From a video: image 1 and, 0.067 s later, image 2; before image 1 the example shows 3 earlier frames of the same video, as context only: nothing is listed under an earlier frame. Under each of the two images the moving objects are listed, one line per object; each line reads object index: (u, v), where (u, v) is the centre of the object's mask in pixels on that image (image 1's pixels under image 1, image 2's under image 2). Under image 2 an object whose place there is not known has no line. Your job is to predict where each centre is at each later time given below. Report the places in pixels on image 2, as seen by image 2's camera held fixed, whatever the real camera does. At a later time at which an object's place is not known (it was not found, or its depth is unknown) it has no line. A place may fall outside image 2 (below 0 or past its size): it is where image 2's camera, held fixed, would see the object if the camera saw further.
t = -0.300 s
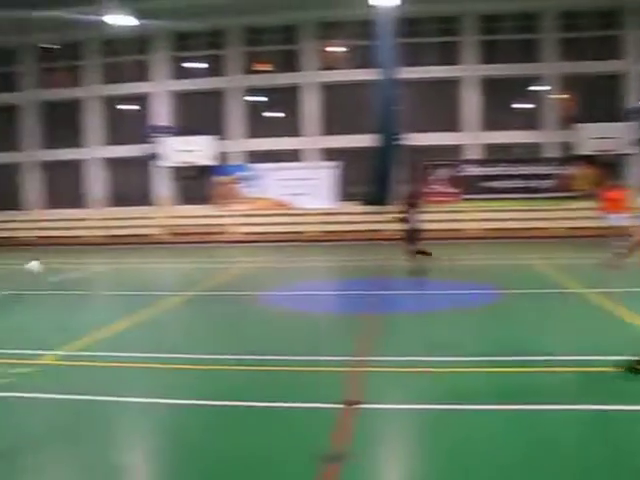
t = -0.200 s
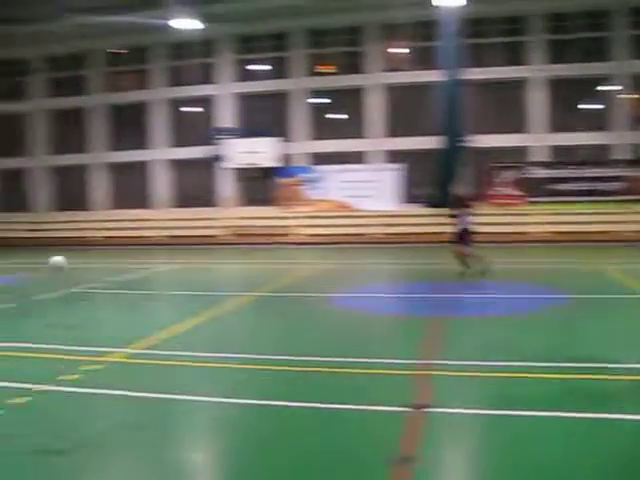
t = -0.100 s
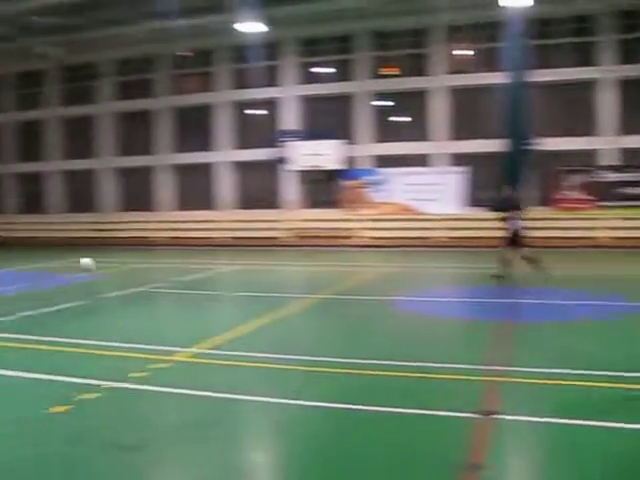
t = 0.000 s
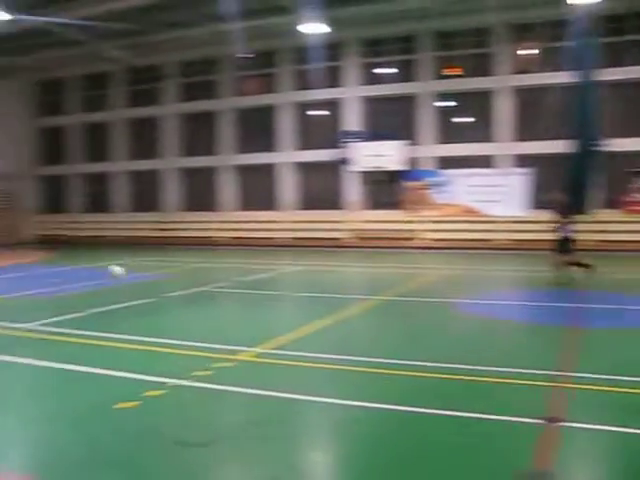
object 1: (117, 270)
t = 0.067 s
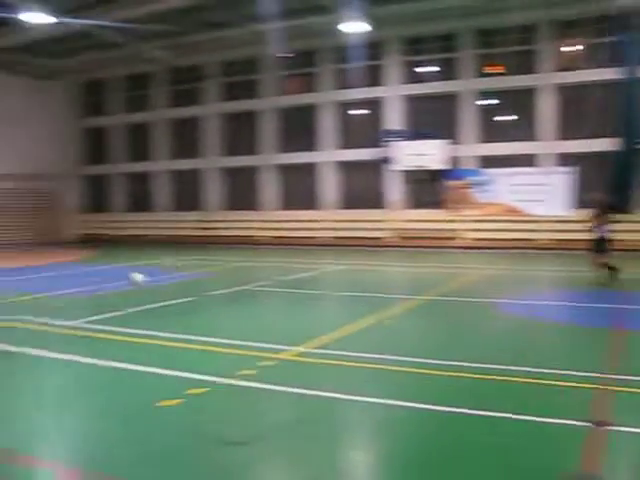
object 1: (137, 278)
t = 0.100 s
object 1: (129, 283)
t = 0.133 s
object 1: (118, 288)
